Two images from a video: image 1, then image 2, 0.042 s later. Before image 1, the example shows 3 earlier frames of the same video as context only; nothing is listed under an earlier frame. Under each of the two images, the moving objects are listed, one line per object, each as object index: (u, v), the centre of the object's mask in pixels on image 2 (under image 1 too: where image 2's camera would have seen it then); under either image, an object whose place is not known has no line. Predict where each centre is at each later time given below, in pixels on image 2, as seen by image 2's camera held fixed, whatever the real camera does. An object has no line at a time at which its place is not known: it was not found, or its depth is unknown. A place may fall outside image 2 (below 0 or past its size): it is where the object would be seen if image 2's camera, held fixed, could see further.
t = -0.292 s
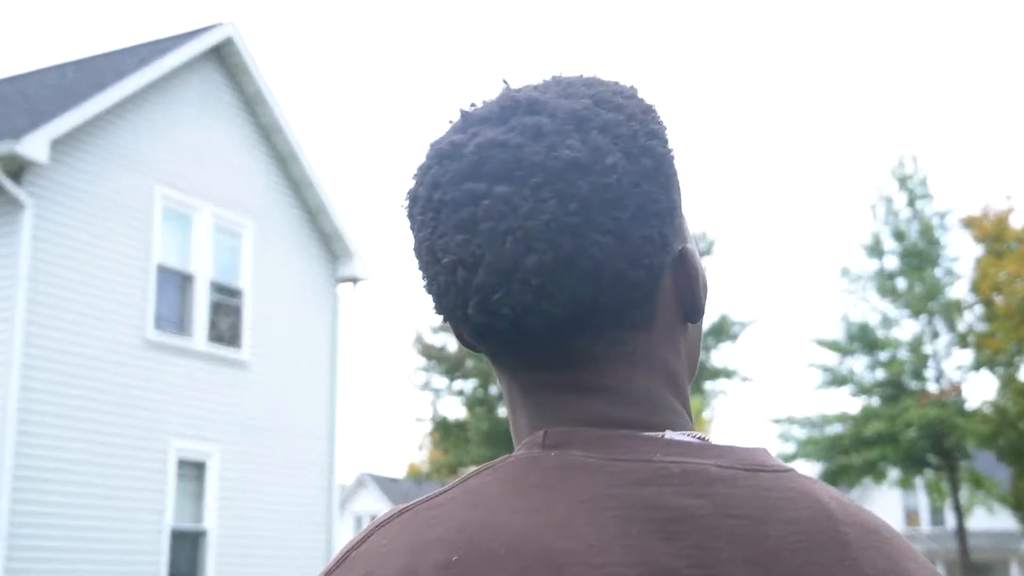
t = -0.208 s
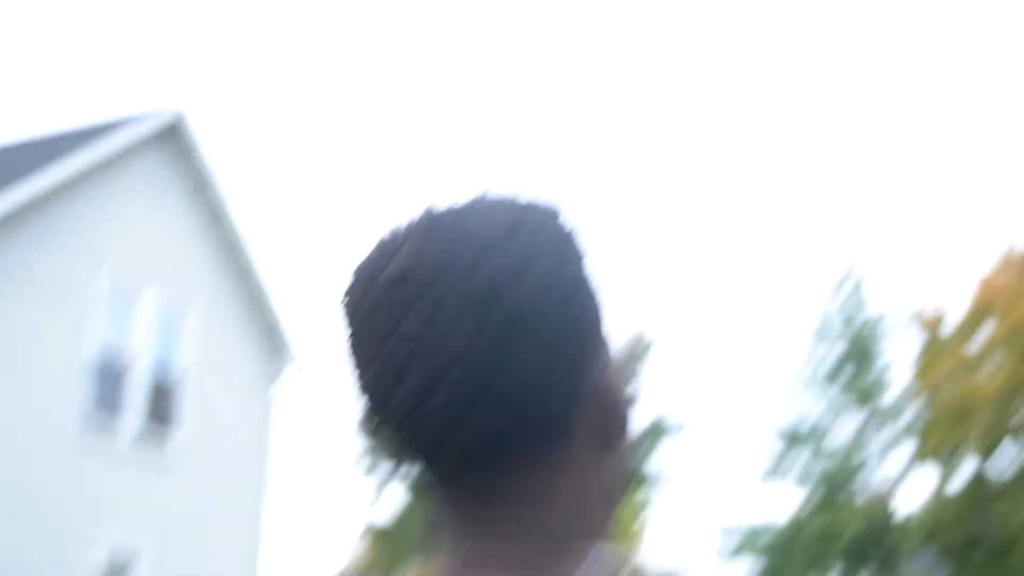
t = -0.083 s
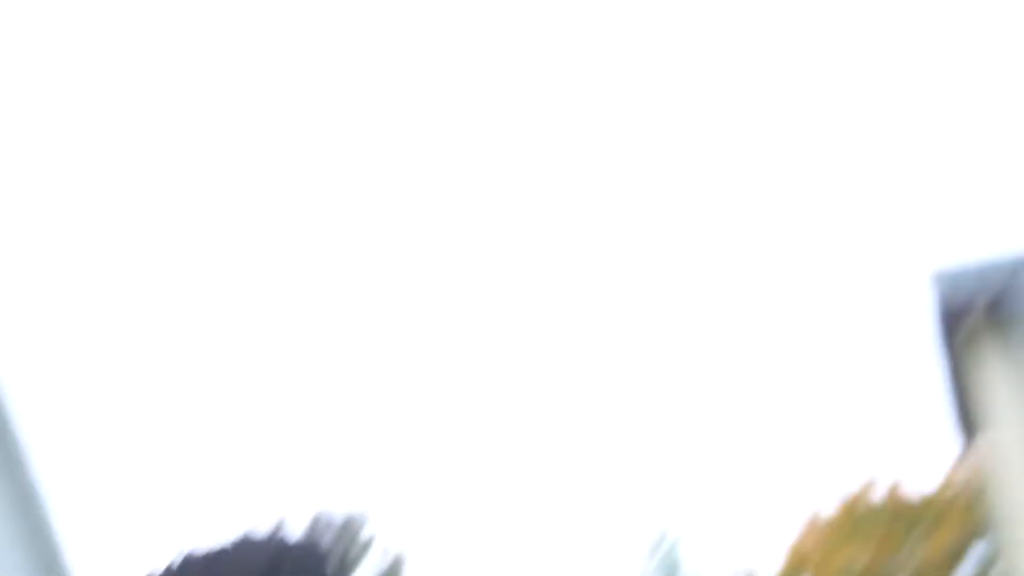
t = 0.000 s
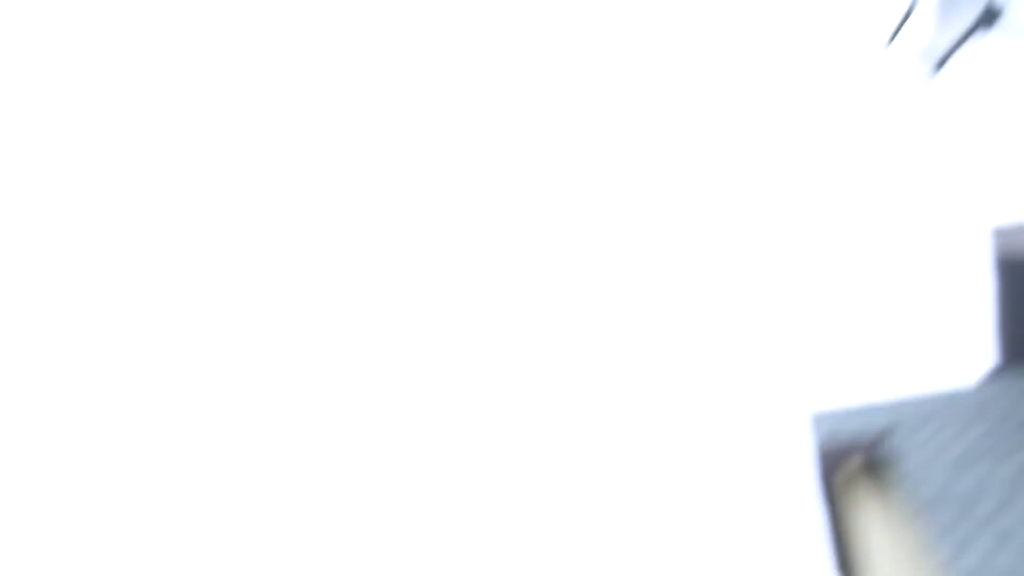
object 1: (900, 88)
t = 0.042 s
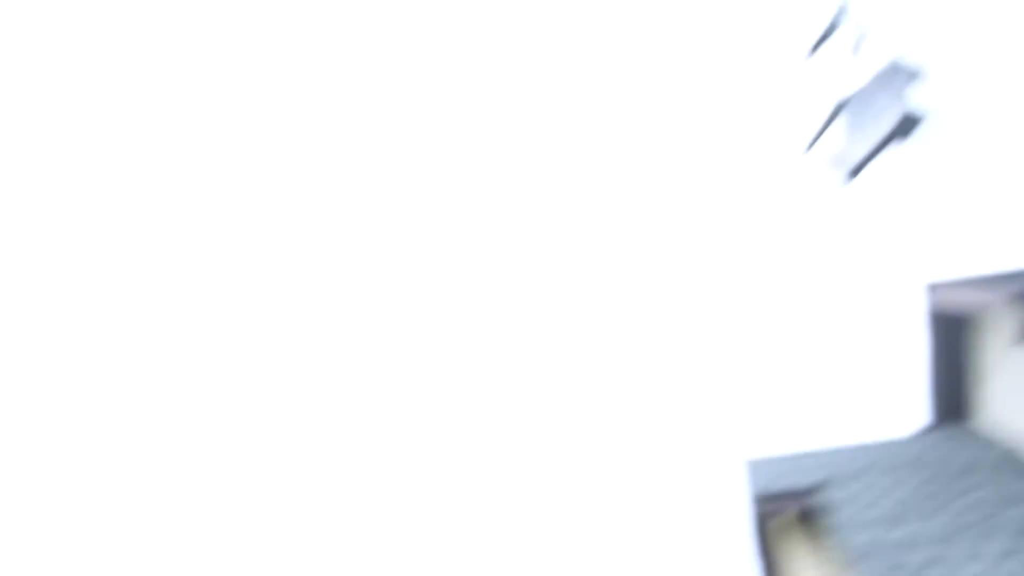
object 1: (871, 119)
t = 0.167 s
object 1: (817, 258)
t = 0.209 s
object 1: (794, 321)
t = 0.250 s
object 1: (772, 393)
